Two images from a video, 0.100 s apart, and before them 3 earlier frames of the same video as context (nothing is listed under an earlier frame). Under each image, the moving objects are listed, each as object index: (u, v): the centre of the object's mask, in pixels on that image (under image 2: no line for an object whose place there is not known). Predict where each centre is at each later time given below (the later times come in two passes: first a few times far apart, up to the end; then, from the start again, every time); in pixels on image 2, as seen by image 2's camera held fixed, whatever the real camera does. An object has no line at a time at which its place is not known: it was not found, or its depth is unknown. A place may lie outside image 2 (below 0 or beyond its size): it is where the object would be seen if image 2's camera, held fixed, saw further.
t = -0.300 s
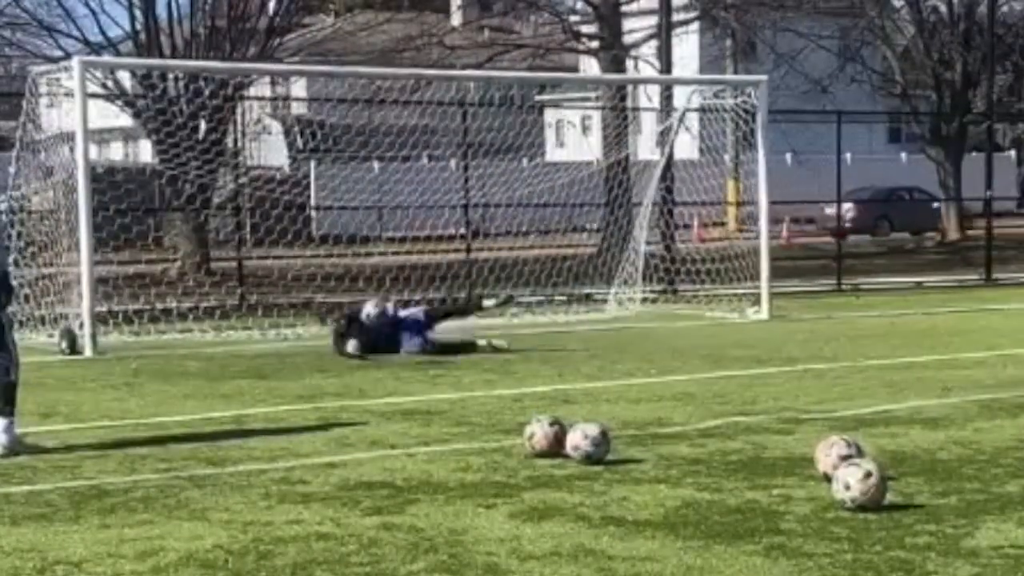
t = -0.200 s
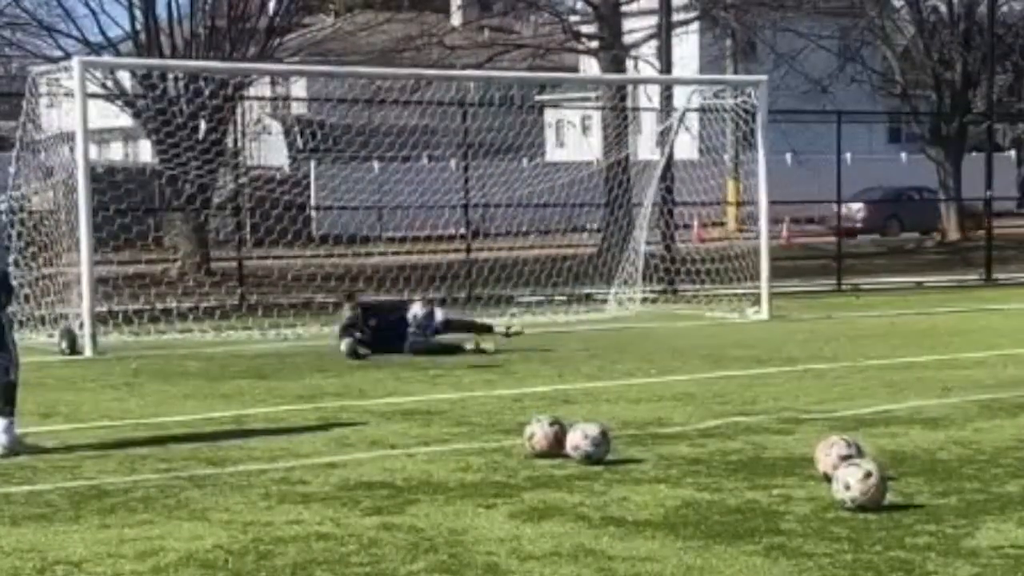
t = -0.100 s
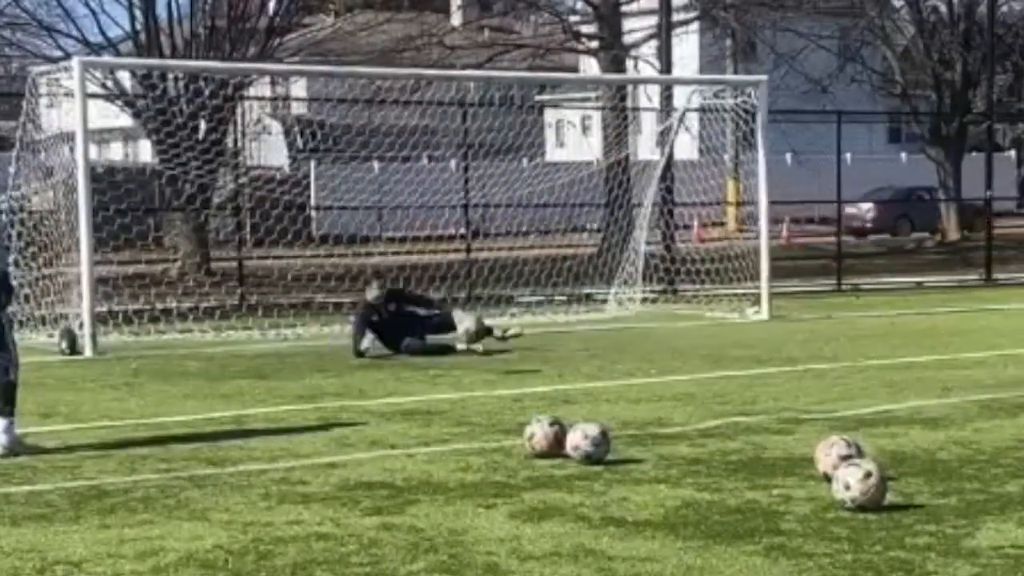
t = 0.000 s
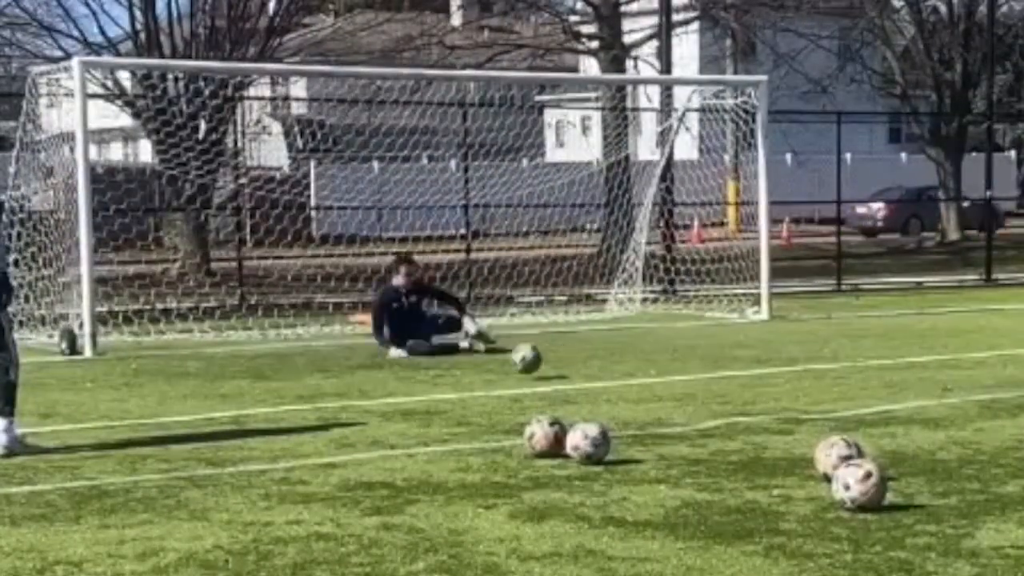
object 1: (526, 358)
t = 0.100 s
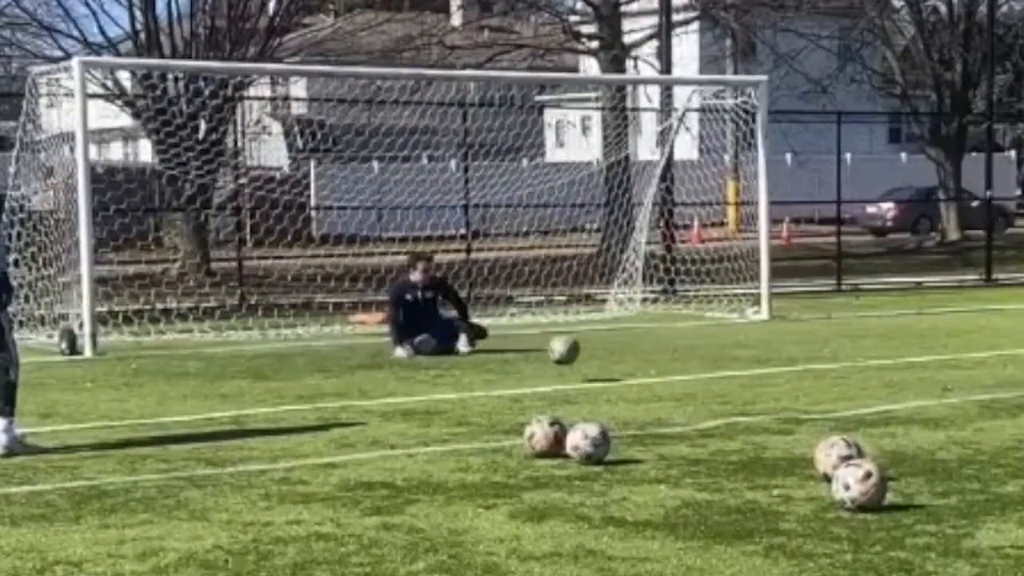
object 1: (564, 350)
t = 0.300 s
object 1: (632, 340)
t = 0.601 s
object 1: (748, 367)
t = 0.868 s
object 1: (862, 389)
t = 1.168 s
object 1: (1000, 398)
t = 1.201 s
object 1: (1012, 402)
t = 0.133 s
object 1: (575, 345)
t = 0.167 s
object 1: (587, 341)
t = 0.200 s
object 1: (598, 338)
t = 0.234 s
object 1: (609, 337)
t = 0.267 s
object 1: (621, 337)
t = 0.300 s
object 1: (632, 340)
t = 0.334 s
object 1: (645, 345)
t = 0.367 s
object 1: (657, 348)
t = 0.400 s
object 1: (670, 356)
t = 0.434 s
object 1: (682, 364)
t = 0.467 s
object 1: (696, 376)
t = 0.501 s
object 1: (710, 380)
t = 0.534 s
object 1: (722, 375)
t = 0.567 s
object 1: (734, 370)
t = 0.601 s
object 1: (748, 367)
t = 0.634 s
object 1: (761, 366)
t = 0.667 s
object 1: (775, 367)
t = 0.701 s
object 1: (789, 370)
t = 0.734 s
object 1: (803, 374)
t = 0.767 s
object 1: (817, 381)
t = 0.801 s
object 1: (832, 389)
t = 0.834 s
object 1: (848, 392)
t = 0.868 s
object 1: (862, 389)
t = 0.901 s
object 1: (876, 387)
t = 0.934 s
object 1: (891, 387)
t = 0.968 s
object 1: (906, 390)
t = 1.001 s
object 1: (922, 393)
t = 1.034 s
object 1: (938, 398)
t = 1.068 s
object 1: (954, 397)
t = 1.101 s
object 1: (969, 395)
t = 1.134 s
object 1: (984, 396)
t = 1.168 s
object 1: (1000, 398)
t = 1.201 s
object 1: (1012, 402)
